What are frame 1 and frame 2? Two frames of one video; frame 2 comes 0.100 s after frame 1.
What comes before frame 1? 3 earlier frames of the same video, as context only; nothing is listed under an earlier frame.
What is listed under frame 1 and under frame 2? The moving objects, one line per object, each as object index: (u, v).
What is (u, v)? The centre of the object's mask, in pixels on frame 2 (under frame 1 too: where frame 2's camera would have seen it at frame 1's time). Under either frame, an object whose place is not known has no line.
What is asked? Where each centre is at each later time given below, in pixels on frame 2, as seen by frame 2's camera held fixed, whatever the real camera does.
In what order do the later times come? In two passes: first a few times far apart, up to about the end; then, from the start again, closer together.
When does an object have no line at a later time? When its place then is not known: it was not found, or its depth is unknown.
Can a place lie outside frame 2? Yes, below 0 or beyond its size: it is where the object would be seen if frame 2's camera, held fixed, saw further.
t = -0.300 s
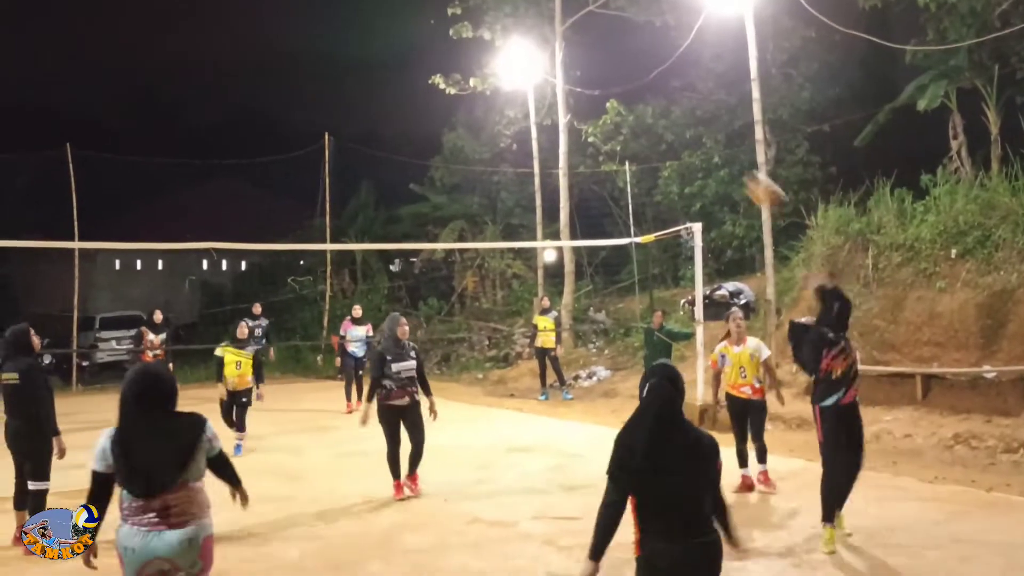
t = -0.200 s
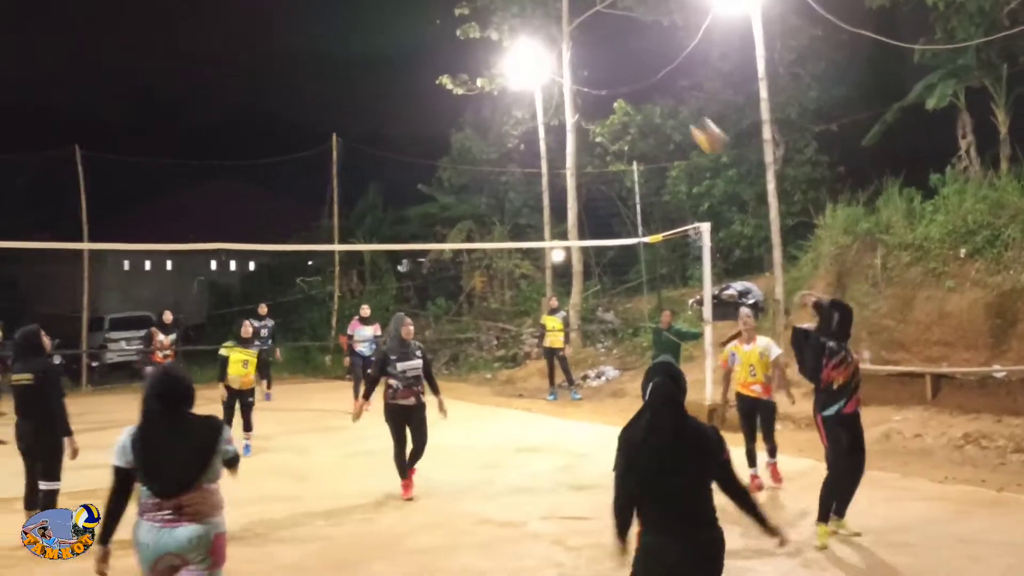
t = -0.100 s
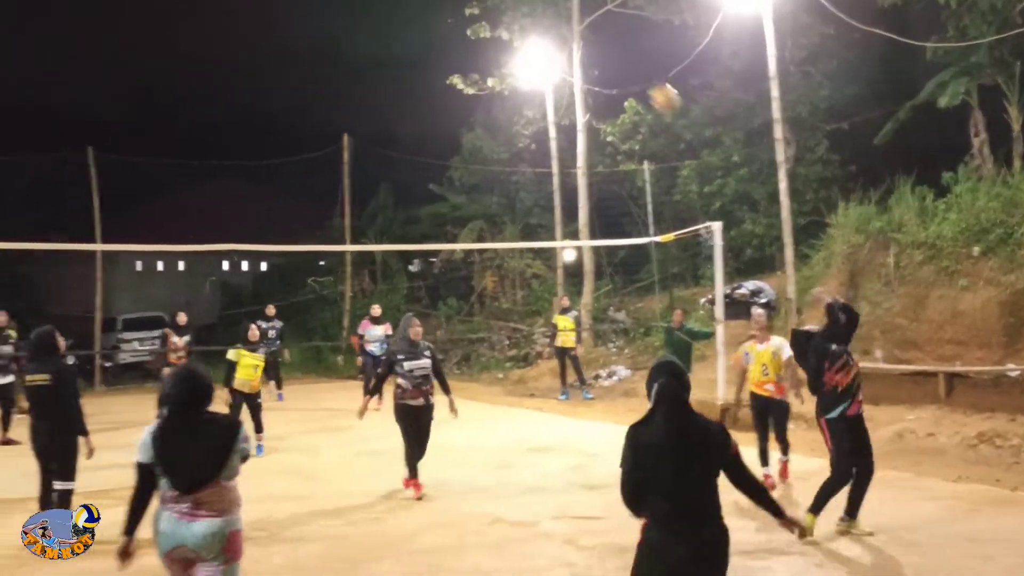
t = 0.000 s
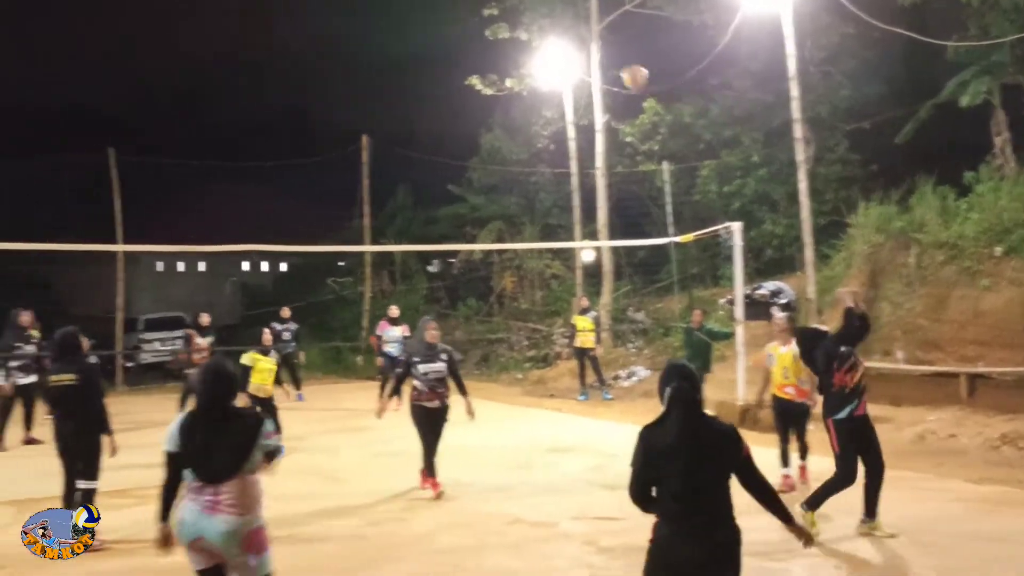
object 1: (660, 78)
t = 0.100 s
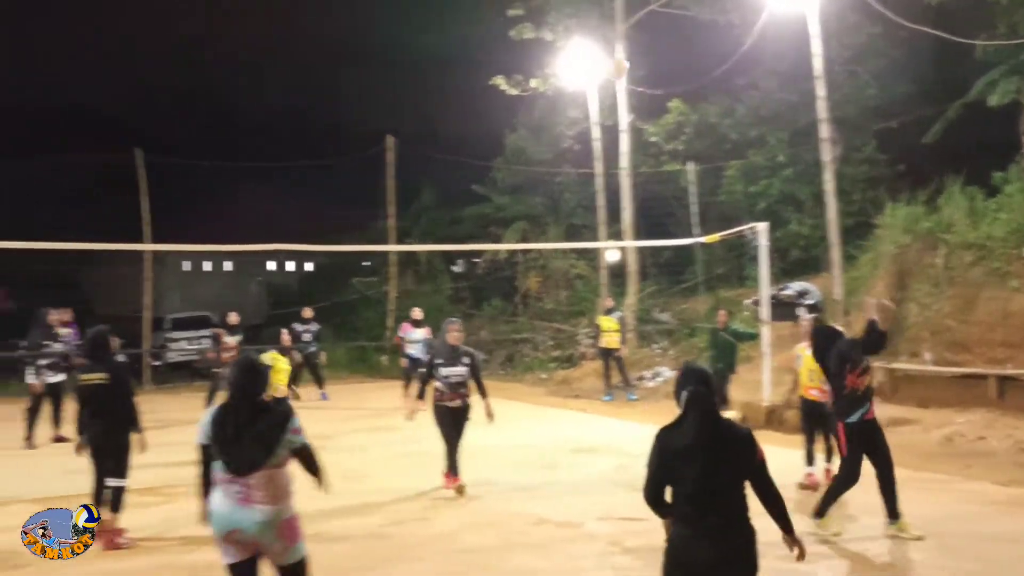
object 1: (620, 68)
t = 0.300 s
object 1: (544, 84)
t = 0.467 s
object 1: (496, 120)
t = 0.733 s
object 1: (434, 213)
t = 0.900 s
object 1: (405, 288)
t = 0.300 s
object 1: (544, 84)
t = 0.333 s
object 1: (535, 87)
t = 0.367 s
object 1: (524, 95)
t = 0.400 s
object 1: (514, 102)
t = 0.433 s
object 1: (505, 111)
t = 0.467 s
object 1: (496, 120)
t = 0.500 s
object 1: (487, 129)
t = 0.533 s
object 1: (479, 140)
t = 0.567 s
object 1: (470, 150)
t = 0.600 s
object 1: (462, 161)
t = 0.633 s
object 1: (455, 173)
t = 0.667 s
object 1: (448, 186)
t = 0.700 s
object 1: (441, 199)
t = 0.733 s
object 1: (434, 213)
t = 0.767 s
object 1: (428, 227)
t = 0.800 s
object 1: (423, 237)
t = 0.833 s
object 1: (415, 258)
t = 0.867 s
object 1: (410, 272)
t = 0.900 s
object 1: (405, 288)
